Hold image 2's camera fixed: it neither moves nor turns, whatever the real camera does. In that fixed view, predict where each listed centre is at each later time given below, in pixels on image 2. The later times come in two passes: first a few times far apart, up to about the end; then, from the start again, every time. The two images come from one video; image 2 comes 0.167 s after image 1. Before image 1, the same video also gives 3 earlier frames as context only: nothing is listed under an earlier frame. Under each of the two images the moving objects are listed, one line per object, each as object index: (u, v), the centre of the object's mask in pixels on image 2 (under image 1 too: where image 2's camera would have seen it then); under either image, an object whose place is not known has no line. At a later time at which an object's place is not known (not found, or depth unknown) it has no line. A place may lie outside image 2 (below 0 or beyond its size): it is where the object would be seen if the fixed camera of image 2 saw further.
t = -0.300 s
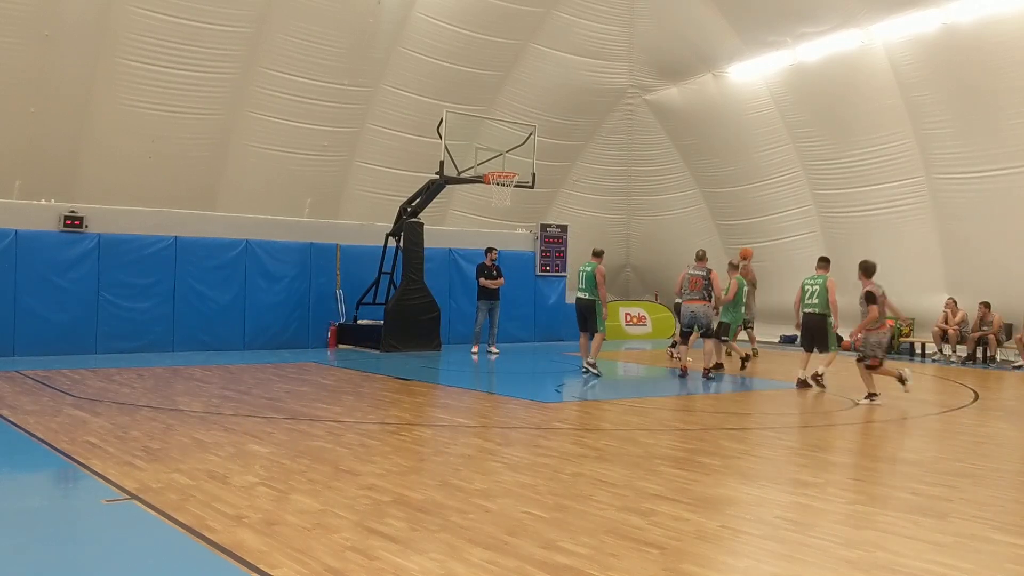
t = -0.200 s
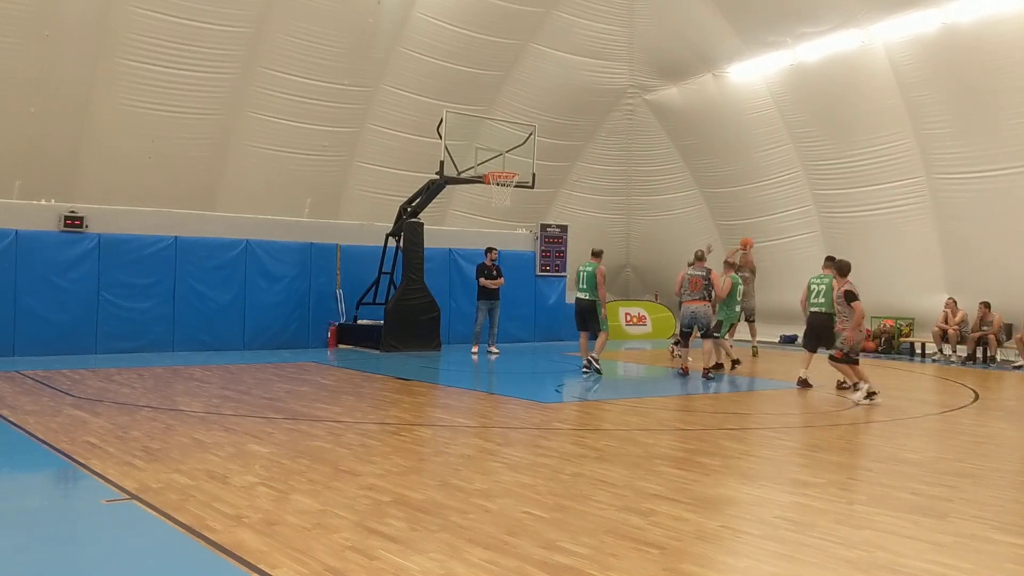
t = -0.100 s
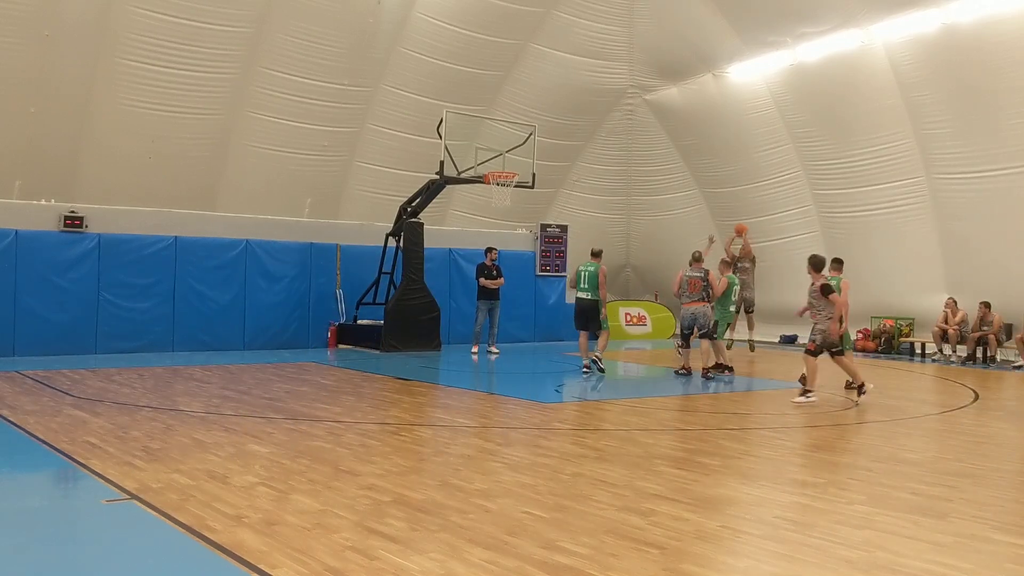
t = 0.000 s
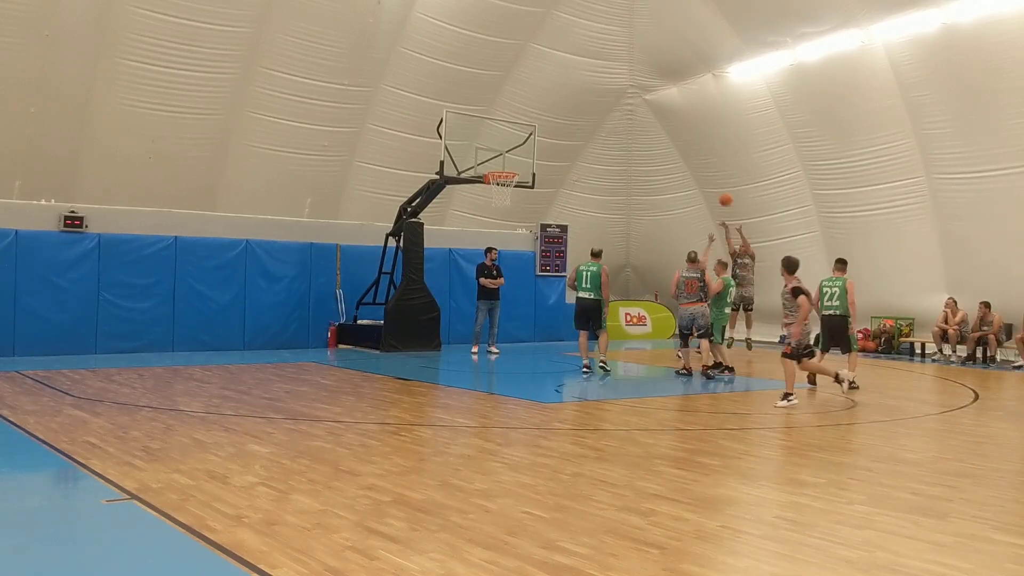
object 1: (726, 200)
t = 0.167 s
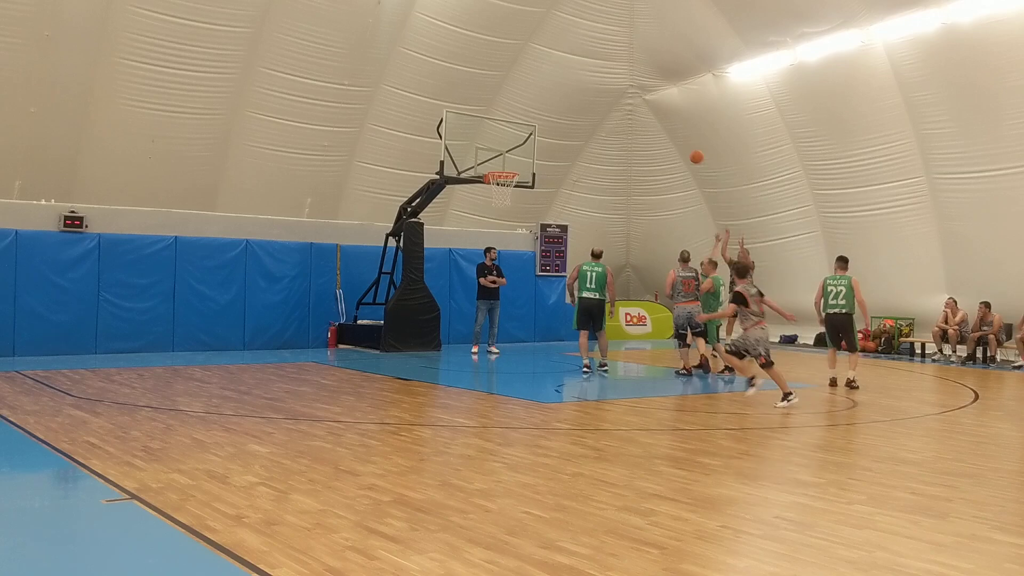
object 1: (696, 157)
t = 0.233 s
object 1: (684, 143)
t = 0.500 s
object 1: (633, 112)
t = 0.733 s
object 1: (586, 117)
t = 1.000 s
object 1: (528, 163)
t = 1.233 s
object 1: (571, 168)
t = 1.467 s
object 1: (626, 191)
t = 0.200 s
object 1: (690, 150)
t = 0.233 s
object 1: (684, 143)
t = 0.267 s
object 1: (678, 137)
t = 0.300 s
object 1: (672, 132)
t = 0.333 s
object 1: (666, 127)
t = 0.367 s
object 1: (660, 123)
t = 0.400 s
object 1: (653, 119)
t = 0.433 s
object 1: (647, 116)
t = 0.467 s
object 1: (640, 114)
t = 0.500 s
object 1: (633, 112)
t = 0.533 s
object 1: (627, 110)
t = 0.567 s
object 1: (621, 110)
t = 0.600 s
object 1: (614, 110)
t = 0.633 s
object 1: (607, 111)
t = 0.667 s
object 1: (600, 112)
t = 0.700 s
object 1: (593, 114)
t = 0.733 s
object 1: (586, 117)
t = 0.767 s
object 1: (579, 120)
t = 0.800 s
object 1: (572, 124)
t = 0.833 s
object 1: (565, 128)
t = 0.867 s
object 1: (558, 134)
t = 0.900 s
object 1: (550, 141)
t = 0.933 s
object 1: (543, 147)
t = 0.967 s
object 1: (536, 155)
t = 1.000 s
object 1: (528, 163)
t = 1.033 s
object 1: (521, 171)
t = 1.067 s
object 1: (528, 170)
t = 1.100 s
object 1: (537, 168)
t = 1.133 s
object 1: (546, 167)
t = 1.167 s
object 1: (554, 167)
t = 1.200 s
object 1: (562, 167)
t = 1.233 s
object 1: (571, 168)
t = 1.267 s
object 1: (579, 169)
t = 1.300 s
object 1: (588, 171)
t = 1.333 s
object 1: (595, 174)
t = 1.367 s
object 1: (603, 177)
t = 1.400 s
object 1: (611, 182)
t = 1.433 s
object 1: (619, 186)
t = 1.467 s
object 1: (626, 191)
